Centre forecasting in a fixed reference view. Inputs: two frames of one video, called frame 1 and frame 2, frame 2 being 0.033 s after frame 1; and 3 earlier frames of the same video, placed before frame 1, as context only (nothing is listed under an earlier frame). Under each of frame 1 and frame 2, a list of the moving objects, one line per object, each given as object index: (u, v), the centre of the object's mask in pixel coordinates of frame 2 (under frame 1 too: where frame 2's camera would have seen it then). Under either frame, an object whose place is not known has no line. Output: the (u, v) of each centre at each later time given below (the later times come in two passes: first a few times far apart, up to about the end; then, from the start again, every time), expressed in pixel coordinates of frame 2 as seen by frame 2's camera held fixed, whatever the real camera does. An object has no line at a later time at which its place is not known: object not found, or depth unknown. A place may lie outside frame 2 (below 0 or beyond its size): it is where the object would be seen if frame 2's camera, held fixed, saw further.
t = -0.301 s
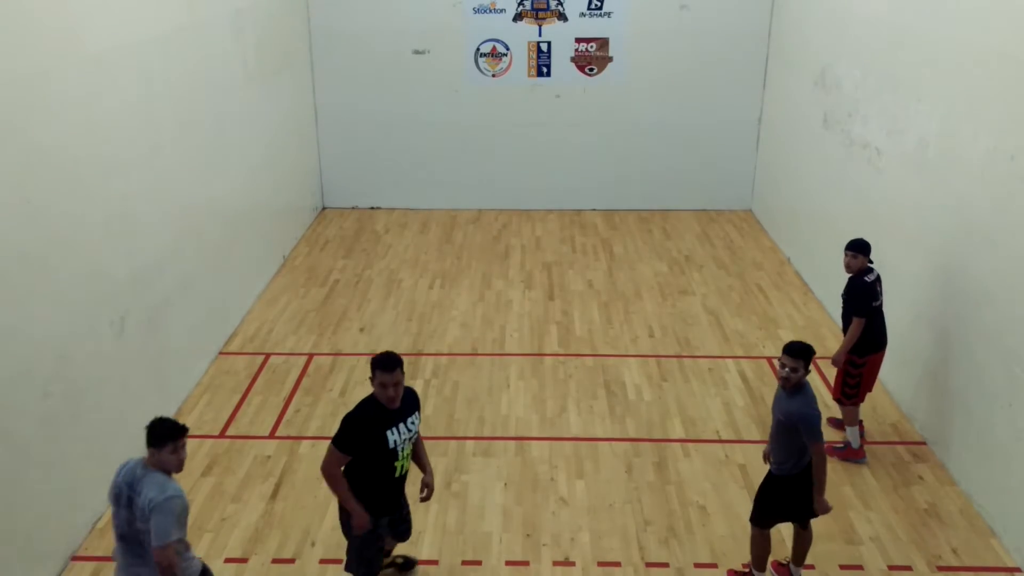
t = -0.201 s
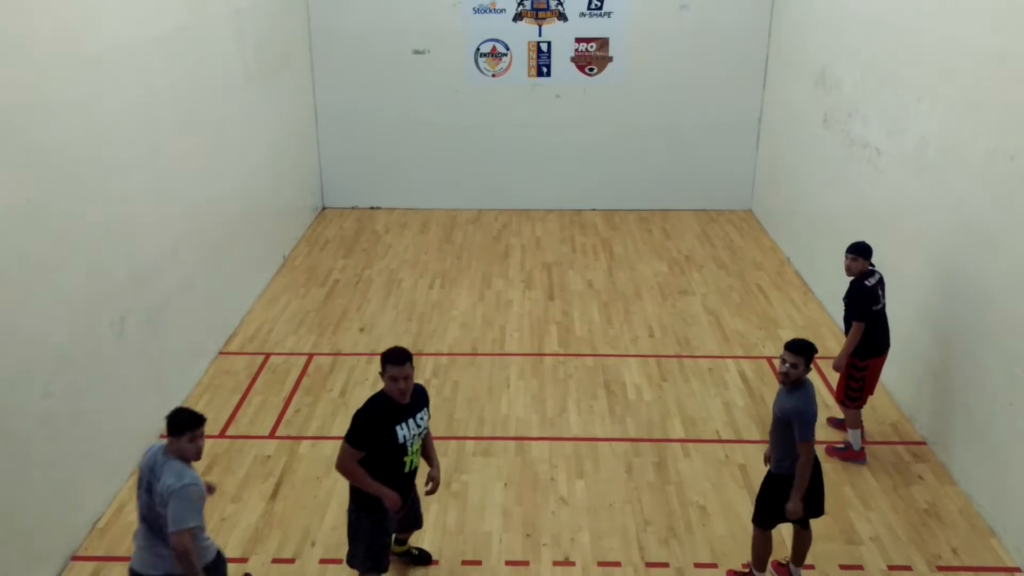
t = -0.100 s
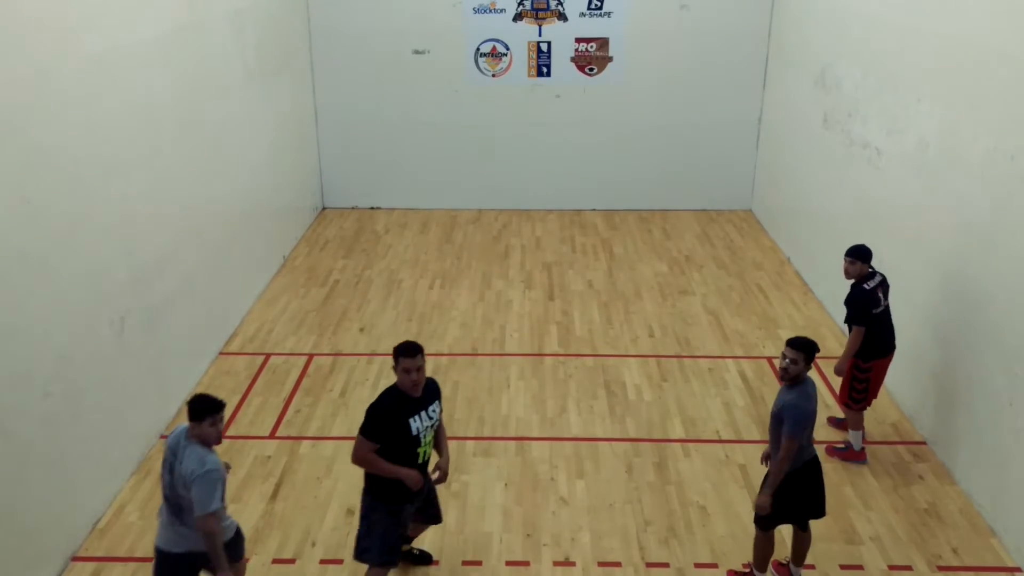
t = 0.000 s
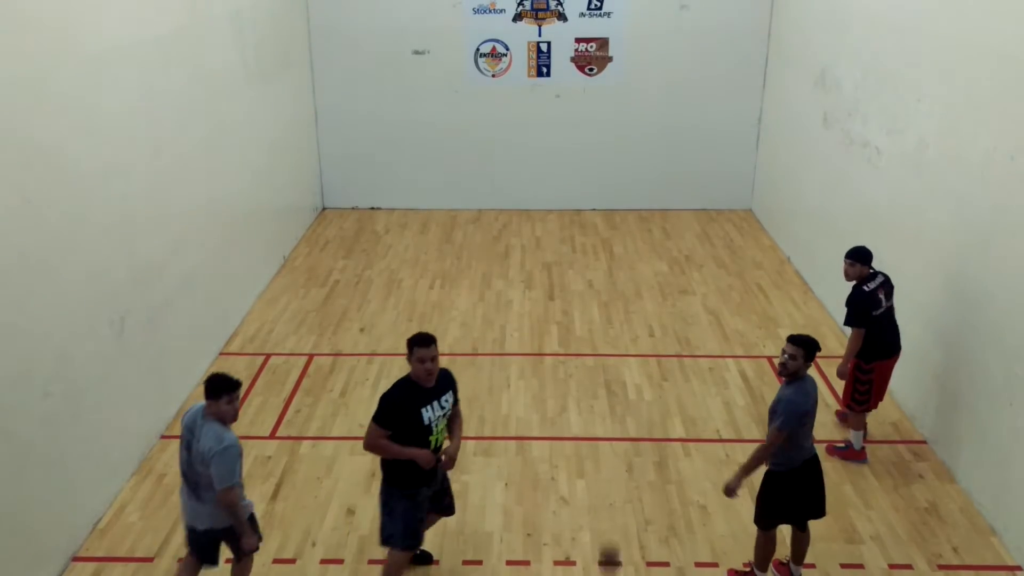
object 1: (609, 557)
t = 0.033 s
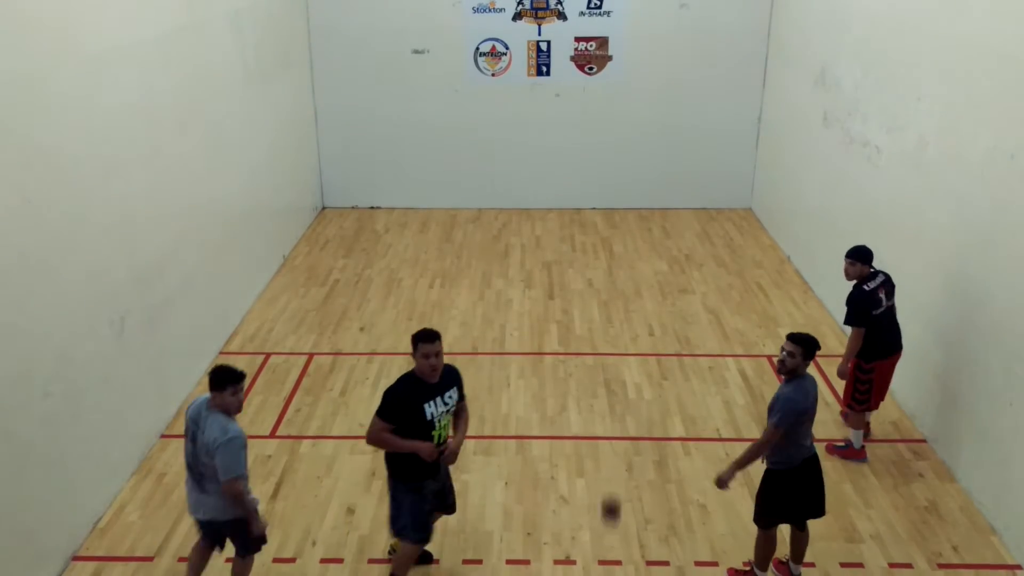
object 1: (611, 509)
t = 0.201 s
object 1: (615, 362)
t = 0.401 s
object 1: (616, 323)
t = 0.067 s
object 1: (612, 469)
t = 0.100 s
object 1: (613, 433)
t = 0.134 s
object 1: (614, 404)
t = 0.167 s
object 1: (614, 381)
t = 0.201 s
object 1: (615, 362)
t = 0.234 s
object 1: (615, 347)
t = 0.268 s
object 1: (616, 336)
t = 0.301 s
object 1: (616, 329)
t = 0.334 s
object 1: (616, 325)
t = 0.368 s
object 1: (616, 323)
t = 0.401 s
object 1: (616, 323)
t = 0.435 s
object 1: (615, 326)
